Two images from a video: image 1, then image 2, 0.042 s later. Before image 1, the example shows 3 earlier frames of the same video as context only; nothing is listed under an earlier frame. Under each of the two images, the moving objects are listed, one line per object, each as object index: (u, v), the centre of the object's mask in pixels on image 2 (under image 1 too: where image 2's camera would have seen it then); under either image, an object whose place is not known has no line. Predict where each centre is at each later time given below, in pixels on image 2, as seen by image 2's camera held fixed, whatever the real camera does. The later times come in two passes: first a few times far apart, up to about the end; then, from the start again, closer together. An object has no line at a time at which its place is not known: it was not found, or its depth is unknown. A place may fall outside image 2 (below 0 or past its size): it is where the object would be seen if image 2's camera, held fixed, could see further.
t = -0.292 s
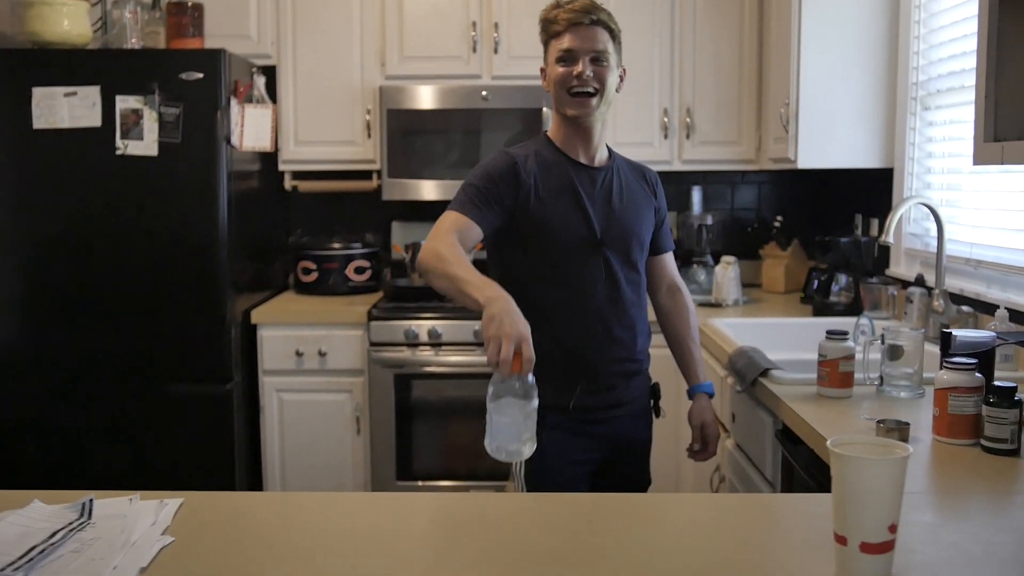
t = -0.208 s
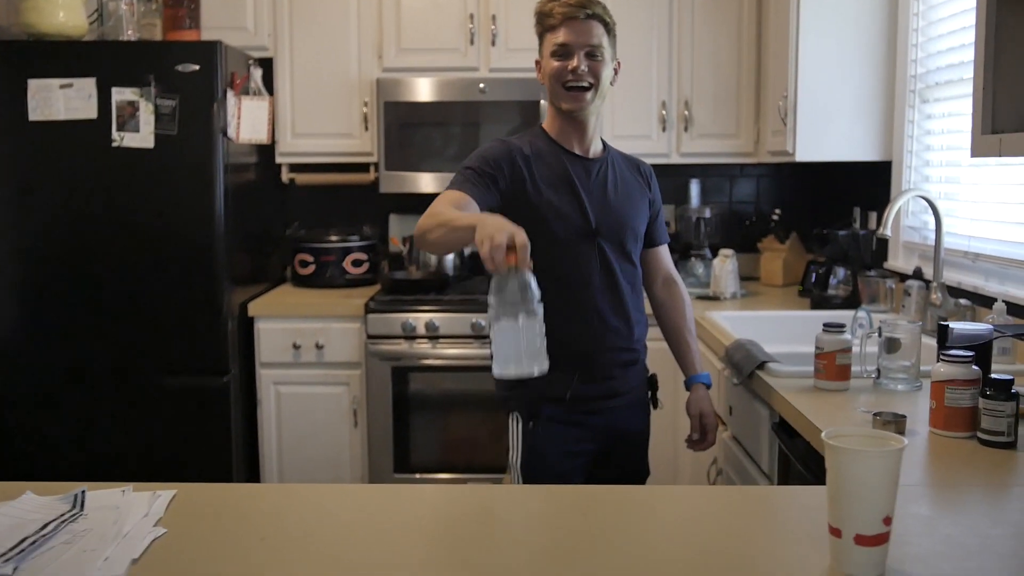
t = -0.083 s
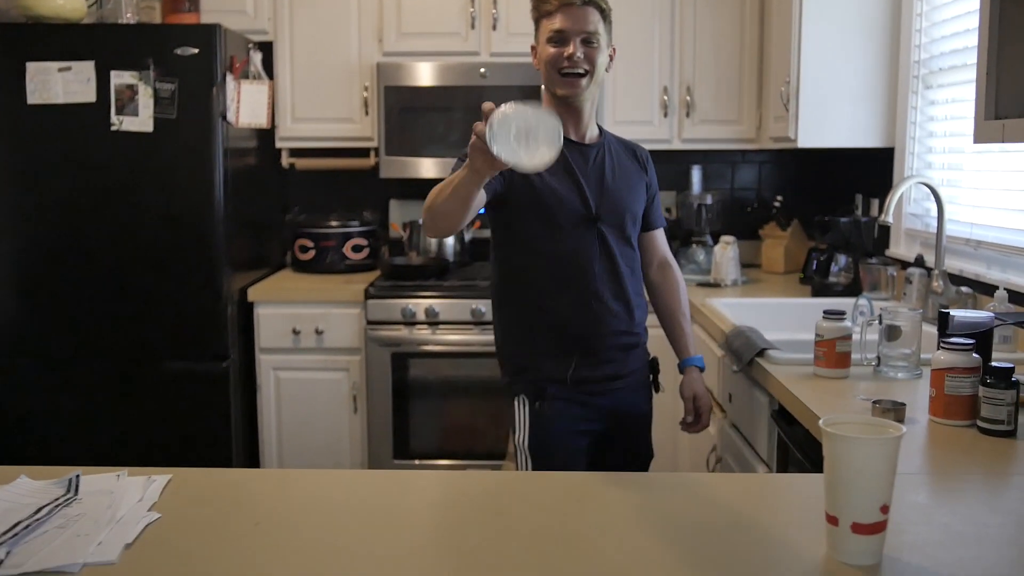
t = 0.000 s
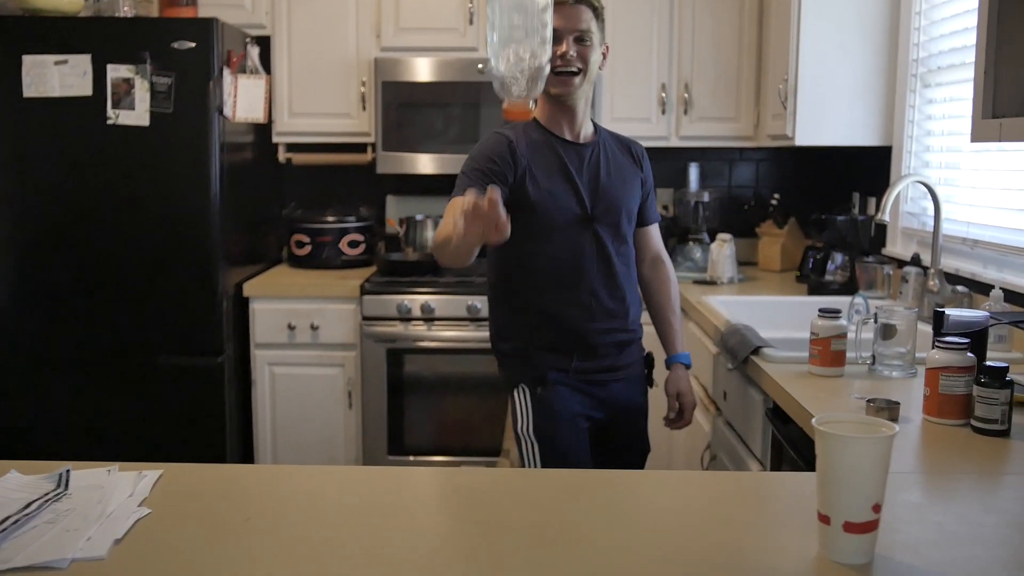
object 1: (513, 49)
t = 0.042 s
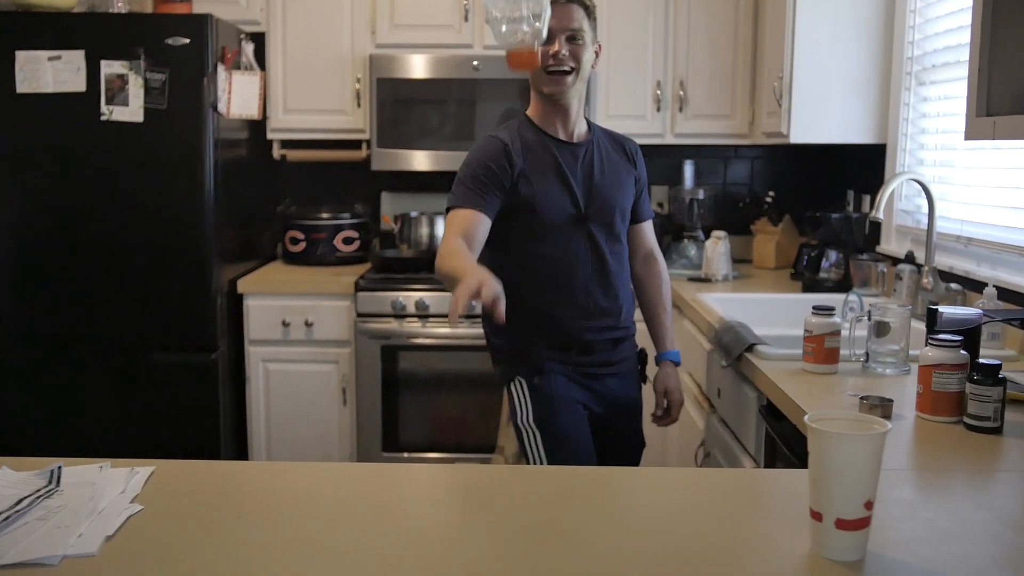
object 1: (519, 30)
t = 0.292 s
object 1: (496, 24)
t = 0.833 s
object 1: (503, 548)
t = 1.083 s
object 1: (527, 556)
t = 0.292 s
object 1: (496, 24)
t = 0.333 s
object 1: (495, 53)
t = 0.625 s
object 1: (494, 480)
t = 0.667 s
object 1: (494, 501)
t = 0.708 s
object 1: (495, 531)
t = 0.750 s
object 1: (499, 541)
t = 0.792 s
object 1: (501, 541)
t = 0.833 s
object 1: (503, 548)
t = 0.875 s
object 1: (507, 549)
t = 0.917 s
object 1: (508, 550)
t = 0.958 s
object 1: (509, 551)
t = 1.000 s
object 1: (515, 552)
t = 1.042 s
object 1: (521, 554)
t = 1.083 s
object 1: (527, 556)
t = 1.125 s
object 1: (529, 559)
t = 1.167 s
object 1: (532, 562)
